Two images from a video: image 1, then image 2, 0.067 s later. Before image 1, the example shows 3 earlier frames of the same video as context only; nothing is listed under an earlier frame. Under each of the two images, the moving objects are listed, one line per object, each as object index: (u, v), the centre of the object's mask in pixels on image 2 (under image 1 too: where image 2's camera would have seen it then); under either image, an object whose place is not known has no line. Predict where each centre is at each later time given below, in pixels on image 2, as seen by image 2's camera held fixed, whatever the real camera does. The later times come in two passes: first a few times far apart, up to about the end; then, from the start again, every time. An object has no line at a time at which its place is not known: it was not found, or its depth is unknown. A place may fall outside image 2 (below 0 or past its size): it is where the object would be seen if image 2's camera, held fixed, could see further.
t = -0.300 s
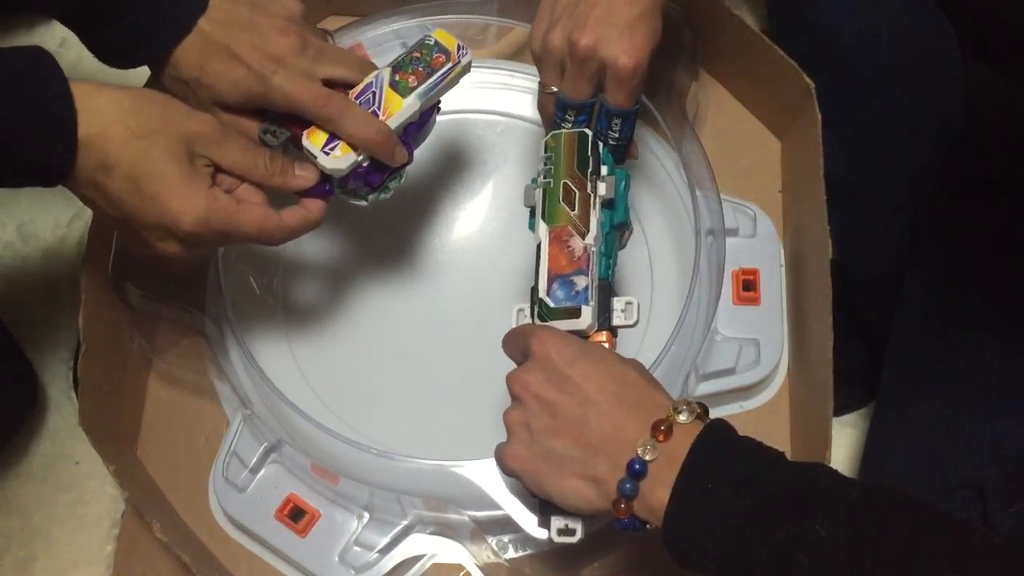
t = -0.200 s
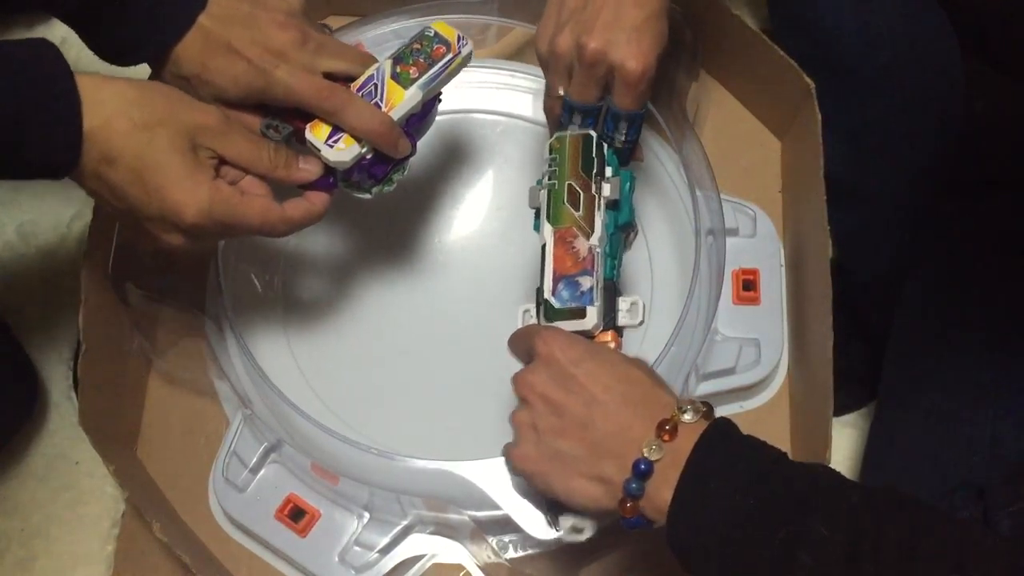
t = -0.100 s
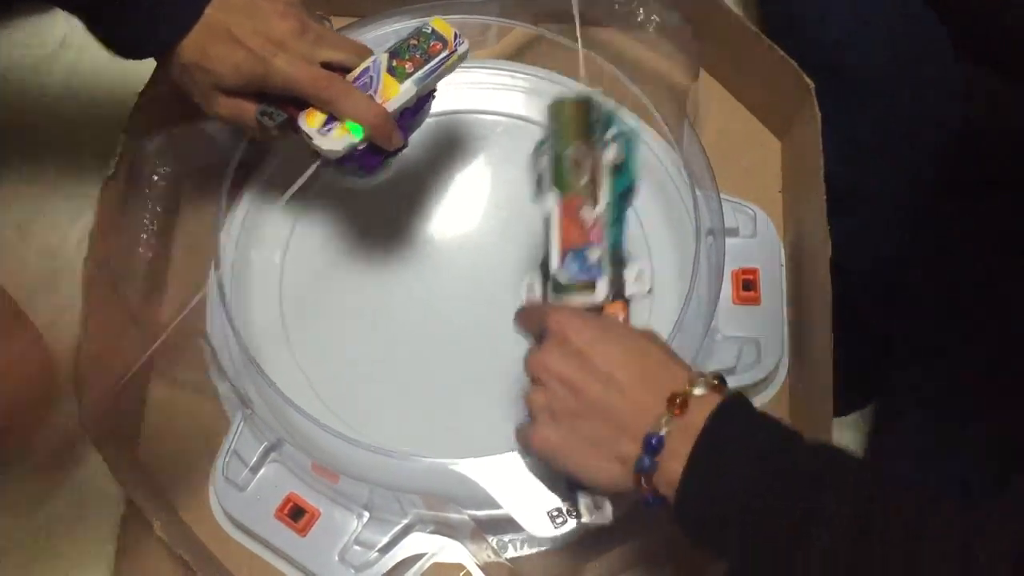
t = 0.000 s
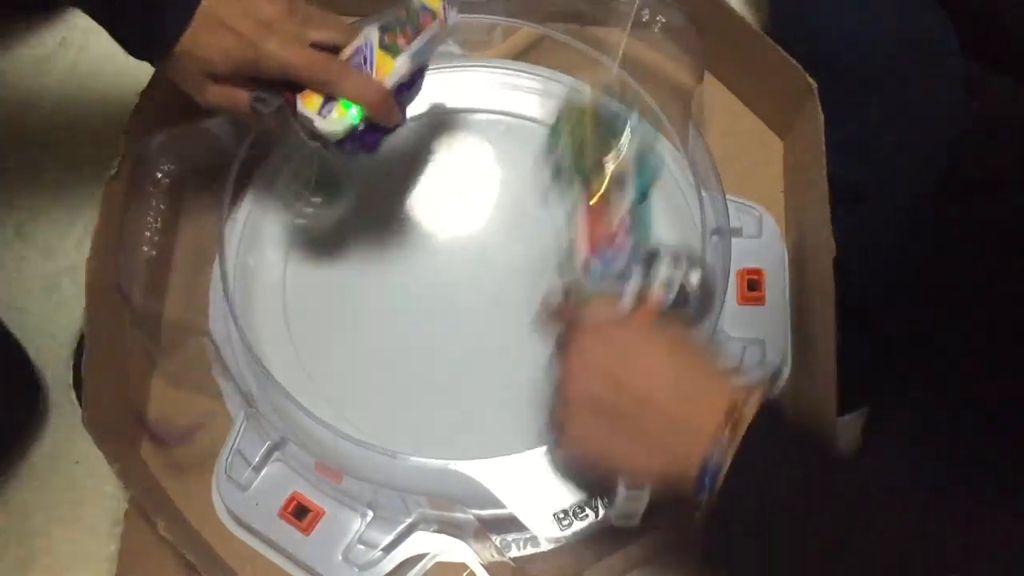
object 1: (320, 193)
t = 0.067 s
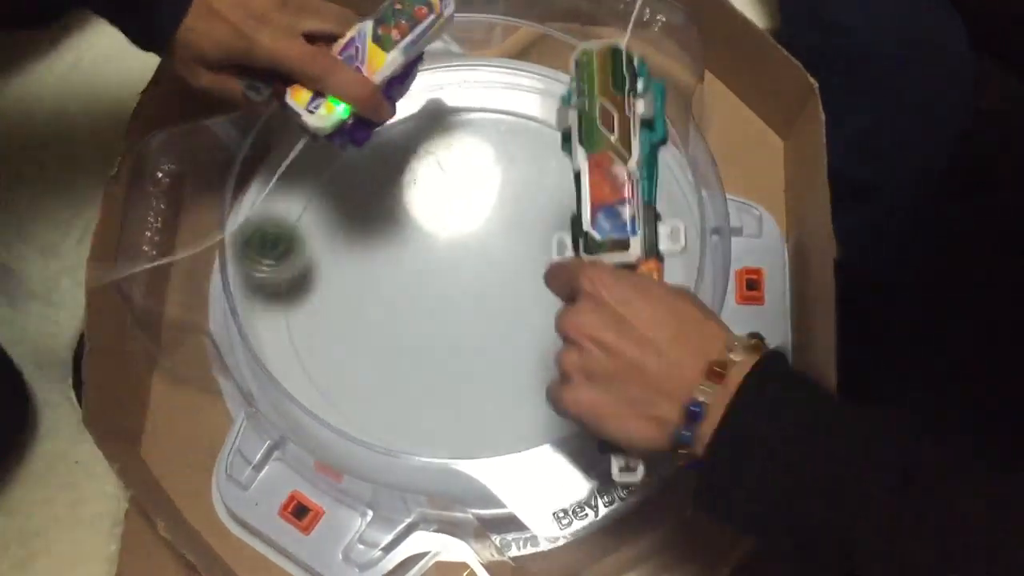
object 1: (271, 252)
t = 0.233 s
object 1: (319, 351)
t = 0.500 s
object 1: (605, 264)
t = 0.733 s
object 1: (556, 169)
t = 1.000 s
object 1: (295, 224)
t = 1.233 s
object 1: (370, 414)
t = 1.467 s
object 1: (650, 307)
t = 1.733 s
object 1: (503, 74)
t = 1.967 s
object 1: (361, 344)
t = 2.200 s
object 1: (527, 419)
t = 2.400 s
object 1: (633, 221)
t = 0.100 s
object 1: (261, 285)
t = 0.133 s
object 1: (251, 314)
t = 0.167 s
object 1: (257, 338)
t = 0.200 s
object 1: (288, 346)
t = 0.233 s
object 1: (319, 351)
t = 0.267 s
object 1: (357, 356)
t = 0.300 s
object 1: (396, 357)
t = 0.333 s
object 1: (437, 351)
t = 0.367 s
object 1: (478, 341)
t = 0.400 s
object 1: (516, 327)
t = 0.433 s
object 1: (549, 308)
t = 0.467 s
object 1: (578, 287)
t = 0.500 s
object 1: (605, 264)
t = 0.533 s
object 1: (625, 241)
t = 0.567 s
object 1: (640, 218)
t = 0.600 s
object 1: (639, 195)
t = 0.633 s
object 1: (629, 183)
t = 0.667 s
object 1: (610, 176)
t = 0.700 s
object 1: (585, 171)
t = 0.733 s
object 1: (556, 169)
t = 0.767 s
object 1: (524, 167)
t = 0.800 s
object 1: (489, 167)
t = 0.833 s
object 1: (451, 168)
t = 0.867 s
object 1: (413, 170)
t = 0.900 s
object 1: (376, 174)
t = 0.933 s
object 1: (337, 181)
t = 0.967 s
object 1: (314, 195)
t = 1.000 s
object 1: (295, 224)
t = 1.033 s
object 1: (285, 257)
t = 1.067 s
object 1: (281, 287)
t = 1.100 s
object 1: (284, 322)
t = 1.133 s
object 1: (297, 350)
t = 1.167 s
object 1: (315, 376)
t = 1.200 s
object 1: (338, 399)
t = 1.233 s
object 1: (370, 414)
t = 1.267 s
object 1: (406, 427)
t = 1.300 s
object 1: (448, 428)
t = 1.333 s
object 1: (500, 422)
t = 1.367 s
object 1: (549, 404)
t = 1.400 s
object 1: (590, 376)
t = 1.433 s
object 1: (626, 344)
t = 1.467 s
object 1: (650, 307)
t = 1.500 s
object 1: (666, 267)
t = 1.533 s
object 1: (669, 228)
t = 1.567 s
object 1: (662, 190)
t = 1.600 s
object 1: (636, 156)
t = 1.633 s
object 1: (603, 119)
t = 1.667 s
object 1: (570, 86)
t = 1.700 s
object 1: (529, 63)
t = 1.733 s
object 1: (503, 74)
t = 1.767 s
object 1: (479, 111)
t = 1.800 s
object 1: (456, 146)
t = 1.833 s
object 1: (430, 186)
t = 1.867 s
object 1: (406, 225)
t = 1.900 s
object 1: (385, 264)
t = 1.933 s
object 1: (369, 305)
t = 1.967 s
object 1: (361, 344)
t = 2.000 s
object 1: (360, 383)
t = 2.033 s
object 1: (369, 412)
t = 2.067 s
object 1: (394, 421)
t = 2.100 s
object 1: (424, 430)
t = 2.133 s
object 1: (456, 434)
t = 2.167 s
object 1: (492, 430)
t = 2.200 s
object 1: (527, 419)
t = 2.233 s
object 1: (564, 401)
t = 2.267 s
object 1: (601, 374)
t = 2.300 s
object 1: (629, 343)
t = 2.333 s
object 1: (641, 308)
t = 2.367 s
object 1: (643, 263)
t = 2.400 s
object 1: (633, 221)
